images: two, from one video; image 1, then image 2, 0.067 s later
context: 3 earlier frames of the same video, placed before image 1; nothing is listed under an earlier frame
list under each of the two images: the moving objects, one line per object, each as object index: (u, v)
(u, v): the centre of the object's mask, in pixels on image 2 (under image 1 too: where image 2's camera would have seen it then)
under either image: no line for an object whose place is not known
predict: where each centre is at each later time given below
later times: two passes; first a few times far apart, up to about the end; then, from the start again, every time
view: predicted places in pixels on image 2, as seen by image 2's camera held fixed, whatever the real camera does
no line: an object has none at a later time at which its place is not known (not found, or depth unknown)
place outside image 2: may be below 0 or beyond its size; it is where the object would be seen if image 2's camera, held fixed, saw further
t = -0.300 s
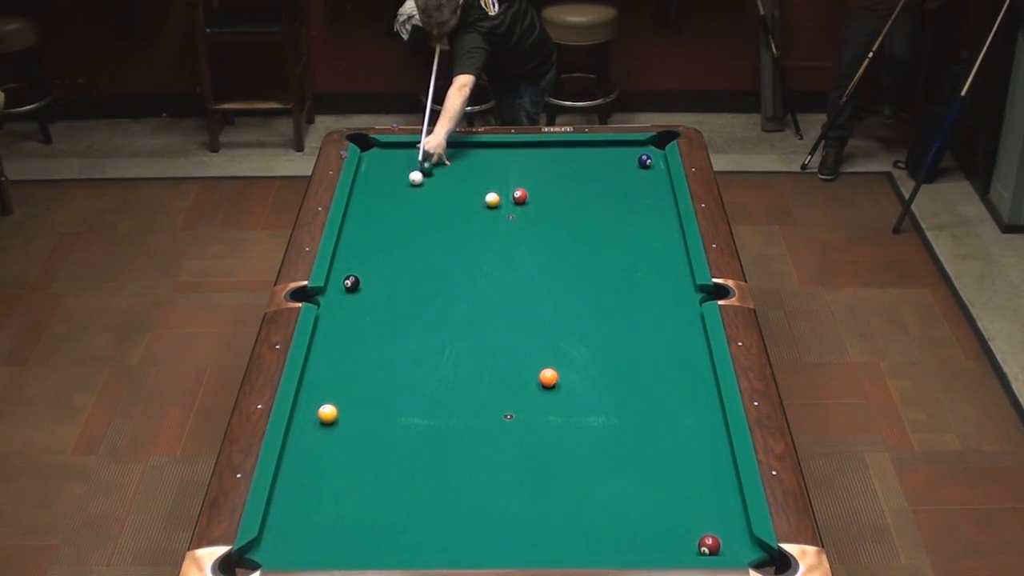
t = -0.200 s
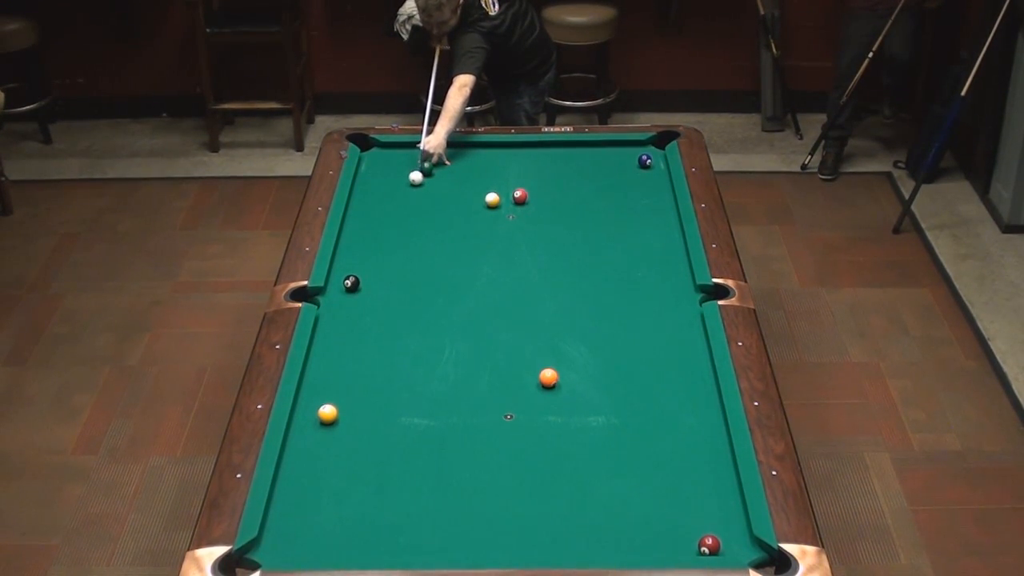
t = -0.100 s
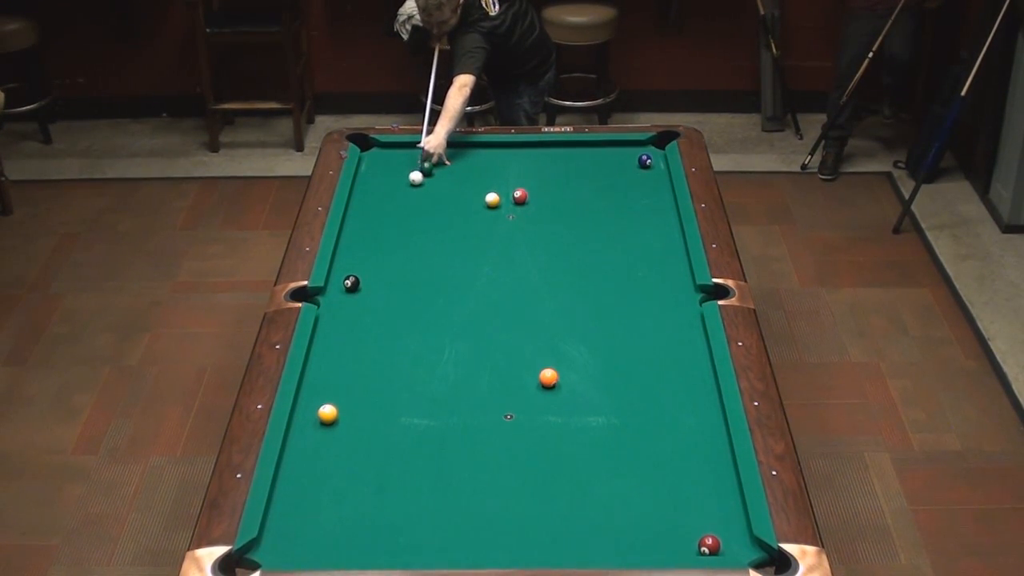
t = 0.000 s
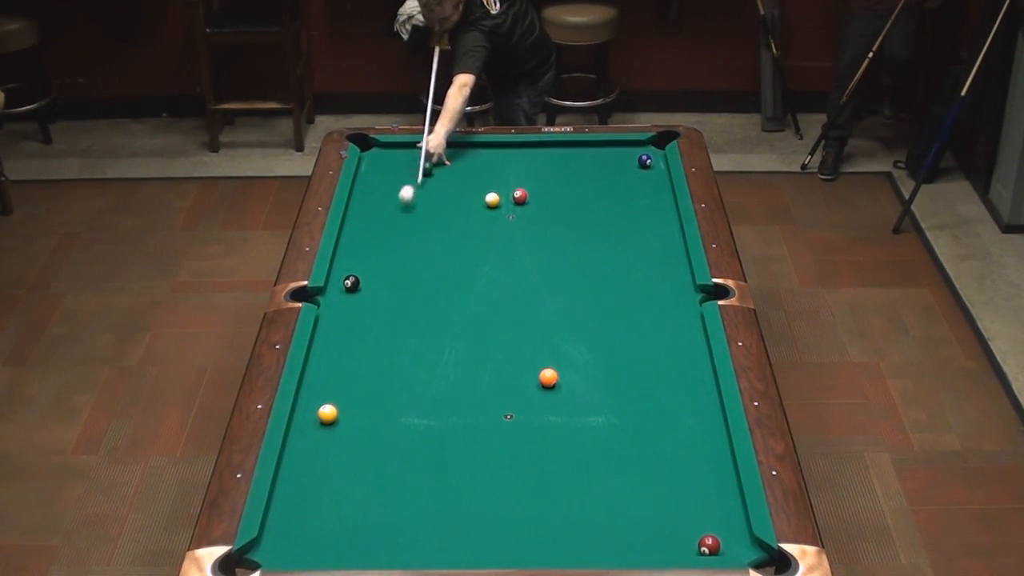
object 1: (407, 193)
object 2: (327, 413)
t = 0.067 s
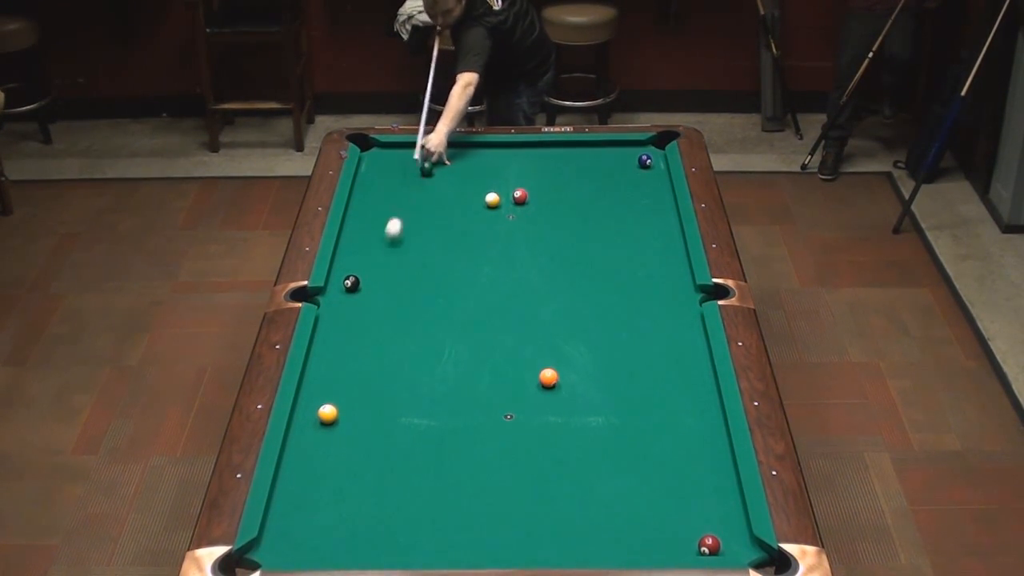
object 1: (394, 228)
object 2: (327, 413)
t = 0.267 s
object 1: (348, 353)
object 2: (328, 413)
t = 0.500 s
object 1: (334, 398)
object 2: (281, 541)
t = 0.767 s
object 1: (345, 379)
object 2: (268, 537)
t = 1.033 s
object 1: (354, 361)
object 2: (289, 516)
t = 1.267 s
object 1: (362, 347)
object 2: (305, 499)
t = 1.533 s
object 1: (370, 332)
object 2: (321, 482)
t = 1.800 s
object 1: (376, 319)
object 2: (336, 466)
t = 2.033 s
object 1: (382, 308)
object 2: (348, 454)
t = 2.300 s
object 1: (387, 298)
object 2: (360, 441)
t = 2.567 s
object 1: (391, 288)
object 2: (370, 430)
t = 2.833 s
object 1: (395, 279)
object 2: (378, 420)
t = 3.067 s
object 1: (398, 273)
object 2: (385, 413)
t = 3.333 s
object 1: (401, 266)
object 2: (392, 406)
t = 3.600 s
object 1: (403, 260)
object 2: (397, 400)
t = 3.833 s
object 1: (403, 256)
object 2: (401, 396)
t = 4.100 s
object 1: (404, 252)
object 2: (405, 392)
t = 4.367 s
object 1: (405, 249)
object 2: (406, 389)
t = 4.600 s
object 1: (406, 246)
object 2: (407, 388)
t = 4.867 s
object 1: (407, 245)
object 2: (407, 388)
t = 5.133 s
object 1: (407, 244)
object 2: (406, 388)
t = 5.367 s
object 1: (406, 243)
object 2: (407, 388)
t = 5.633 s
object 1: (406, 244)
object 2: (406, 388)
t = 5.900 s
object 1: (406, 244)
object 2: (406, 388)
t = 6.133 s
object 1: (406, 244)
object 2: (406, 388)
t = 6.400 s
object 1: (406, 244)
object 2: (406, 388)
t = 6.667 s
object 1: (407, 244)
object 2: (406, 388)
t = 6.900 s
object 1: (406, 244)
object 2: (406, 388)
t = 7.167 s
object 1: (406, 244)
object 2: (406, 388)
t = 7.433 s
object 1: (406, 244)
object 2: (406, 388)
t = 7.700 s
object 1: (407, 244)
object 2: (406, 388)
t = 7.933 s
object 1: (406, 243)
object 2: (406, 388)
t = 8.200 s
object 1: (407, 243)
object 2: (406, 388)
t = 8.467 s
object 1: (407, 243)
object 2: (406, 388)
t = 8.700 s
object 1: (407, 243)
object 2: (406, 388)
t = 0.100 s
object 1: (387, 250)
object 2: (328, 413)
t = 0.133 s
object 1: (380, 269)
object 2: (327, 413)
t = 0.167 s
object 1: (372, 287)
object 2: (327, 413)
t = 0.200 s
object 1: (364, 310)
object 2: (328, 413)
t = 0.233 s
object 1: (357, 331)
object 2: (328, 413)
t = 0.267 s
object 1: (348, 353)
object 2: (328, 413)
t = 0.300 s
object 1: (340, 376)
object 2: (328, 413)
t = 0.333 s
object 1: (333, 397)
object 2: (327, 414)
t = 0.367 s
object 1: (331, 403)
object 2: (319, 436)
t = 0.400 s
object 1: (331, 403)
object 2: (310, 461)
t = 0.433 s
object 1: (332, 402)
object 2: (300, 487)
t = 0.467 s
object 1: (333, 401)
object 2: (291, 513)
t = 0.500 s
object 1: (334, 398)
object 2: (281, 541)
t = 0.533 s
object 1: (336, 396)
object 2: (264, 551)
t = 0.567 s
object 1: (337, 393)
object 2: (259, 550)
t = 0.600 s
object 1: (338, 391)
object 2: (269, 554)
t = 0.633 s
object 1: (340, 388)
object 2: (270, 552)
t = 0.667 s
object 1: (341, 386)
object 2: (270, 549)
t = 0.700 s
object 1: (342, 384)
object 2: (269, 545)
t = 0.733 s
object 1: (344, 381)
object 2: (268, 540)
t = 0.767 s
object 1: (345, 379)
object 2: (268, 537)
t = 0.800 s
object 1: (346, 376)
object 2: (271, 534)
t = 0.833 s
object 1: (348, 374)
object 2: (274, 531)
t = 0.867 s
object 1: (349, 372)
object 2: (276, 529)
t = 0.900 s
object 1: (350, 369)
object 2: (279, 526)
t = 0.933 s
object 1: (351, 367)
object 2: (281, 523)
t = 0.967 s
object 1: (352, 365)
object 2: (284, 521)
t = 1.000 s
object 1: (354, 363)
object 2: (286, 518)
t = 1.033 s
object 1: (354, 361)
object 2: (289, 516)
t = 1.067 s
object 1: (356, 359)
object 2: (291, 513)
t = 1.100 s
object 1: (357, 357)
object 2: (294, 511)
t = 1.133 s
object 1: (358, 355)
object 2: (296, 508)
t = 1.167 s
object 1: (359, 353)
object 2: (298, 506)
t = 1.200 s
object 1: (360, 351)
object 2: (301, 504)
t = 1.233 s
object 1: (361, 349)
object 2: (303, 501)
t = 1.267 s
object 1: (362, 347)
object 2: (305, 499)
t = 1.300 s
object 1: (363, 345)
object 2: (307, 496)
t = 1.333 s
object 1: (364, 343)
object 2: (309, 494)
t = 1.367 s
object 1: (365, 341)
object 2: (311, 492)
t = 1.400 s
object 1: (366, 339)
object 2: (313, 490)
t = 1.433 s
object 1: (367, 337)
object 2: (315, 488)
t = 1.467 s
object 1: (368, 336)
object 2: (317, 486)
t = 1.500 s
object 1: (369, 334)
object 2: (319, 484)
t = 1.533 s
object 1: (370, 332)
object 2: (321, 482)
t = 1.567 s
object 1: (371, 330)
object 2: (323, 480)
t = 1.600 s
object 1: (372, 329)
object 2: (325, 477)
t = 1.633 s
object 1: (373, 327)
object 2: (327, 476)
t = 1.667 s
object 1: (373, 325)
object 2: (329, 474)
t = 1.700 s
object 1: (374, 324)
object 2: (331, 472)
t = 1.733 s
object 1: (375, 322)
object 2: (333, 470)
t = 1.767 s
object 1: (376, 320)
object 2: (334, 468)
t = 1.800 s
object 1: (376, 319)
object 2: (336, 466)
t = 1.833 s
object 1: (377, 317)
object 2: (338, 464)
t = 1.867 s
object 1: (378, 316)
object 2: (340, 462)
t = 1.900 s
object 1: (379, 314)
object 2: (341, 461)
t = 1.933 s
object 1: (379, 313)
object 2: (343, 459)
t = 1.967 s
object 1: (380, 311)
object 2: (345, 457)
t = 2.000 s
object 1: (381, 310)
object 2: (346, 455)
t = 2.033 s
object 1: (382, 308)
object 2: (348, 454)
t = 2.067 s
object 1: (382, 307)
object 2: (349, 452)
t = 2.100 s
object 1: (383, 306)
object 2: (351, 451)
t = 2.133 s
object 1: (384, 304)
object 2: (352, 449)
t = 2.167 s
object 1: (384, 303)
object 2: (354, 447)
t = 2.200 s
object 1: (385, 302)
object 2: (355, 446)
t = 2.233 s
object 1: (385, 300)
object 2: (357, 444)
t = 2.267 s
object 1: (386, 299)
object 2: (358, 443)
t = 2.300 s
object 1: (387, 298)
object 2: (360, 441)
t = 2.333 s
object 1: (387, 296)
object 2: (361, 440)
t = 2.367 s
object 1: (388, 295)
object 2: (362, 438)
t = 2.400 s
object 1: (388, 294)
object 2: (364, 437)
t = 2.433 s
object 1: (389, 293)
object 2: (365, 435)
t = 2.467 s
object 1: (390, 291)
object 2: (366, 434)
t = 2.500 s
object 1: (390, 290)
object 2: (367, 433)
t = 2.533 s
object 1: (391, 289)
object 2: (369, 431)
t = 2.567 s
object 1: (391, 288)
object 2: (370, 430)
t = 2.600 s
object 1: (392, 287)
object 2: (371, 429)
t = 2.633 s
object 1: (392, 286)
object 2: (372, 427)
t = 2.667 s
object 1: (393, 284)
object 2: (373, 426)
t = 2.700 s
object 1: (393, 283)
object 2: (374, 425)
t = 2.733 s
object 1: (394, 282)
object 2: (375, 424)
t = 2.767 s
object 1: (394, 281)
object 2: (376, 423)
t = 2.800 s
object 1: (395, 280)
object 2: (377, 421)
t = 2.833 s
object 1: (395, 279)
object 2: (378, 420)
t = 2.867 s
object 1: (395, 278)
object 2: (379, 419)
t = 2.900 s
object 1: (396, 277)
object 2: (380, 418)
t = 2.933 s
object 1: (396, 276)
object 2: (382, 417)
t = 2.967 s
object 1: (397, 275)
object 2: (382, 416)
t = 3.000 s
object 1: (397, 275)
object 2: (384, 415)
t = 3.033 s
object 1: (398, 274)
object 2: (384, 414)
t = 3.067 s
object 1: (398, 273)
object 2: (385, 413)
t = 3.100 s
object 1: (398, 272)
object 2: (386, 412)
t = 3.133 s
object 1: (399, 271)
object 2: (387, 411)
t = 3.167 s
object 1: (399, 270)
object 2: (388, 410)
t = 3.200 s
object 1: (399, 269)
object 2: (389, 409)
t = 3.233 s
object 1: (400, 268)
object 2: (390, 408)
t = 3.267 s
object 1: (400, 268)
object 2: (390, 407)
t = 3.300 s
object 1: (401, 267)
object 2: (391, 407)
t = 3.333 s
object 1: (401, 266)
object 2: (392, 406)
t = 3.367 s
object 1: (401, 265)
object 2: (393, 405)
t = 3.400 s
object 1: (401, 265)
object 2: (393, 404)
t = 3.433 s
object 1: (402, 264)
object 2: (394, 404)
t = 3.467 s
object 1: (402, 263)
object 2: (395, 403)
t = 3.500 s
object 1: (402, 262)
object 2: (395, 402)
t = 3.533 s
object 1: (402, 262)
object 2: (396, 401)
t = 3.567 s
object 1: (402, 261)
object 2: (397, 400)
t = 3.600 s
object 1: (403, 260)
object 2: (397, 400)
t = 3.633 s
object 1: (403, 260)
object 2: (398, 399)
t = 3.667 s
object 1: (403, 259)
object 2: (399, 398)
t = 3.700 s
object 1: (403, 258)
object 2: (399, 398)
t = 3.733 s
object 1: (403, 258)
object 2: (400, 397)
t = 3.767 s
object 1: (403, 257)
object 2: (400, 397)
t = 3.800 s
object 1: (403, 257)
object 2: (401, 396)
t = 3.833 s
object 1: (403, 256)
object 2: (401, 396)
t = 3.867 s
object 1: (403, 255)
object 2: (402, 395)
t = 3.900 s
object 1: (403, 255)
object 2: (402, 395)
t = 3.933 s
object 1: (404, 254)
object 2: (403, 394)
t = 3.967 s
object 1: (404, 254)
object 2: (403, 394)
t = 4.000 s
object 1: (404, 253)
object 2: (404, 393)
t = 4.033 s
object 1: (404, 253)
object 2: (404, 393)
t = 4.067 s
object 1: (404, 252)
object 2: (404, 393)
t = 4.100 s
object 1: (404, 252)
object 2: (405, 392)
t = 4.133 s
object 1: (404, 251)
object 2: (405, 392)
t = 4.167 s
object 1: (405, 251)
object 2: (405, 391)
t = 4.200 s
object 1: (405, 250)
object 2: (405, 391)
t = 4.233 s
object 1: (405, 250)
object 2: (406, 391)
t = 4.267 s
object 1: (405, 250)
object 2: (406, 390)
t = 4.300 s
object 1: (405, 249)
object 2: (406, 390)
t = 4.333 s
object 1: (405, 249)
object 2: (406, 390)
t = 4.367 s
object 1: (405, 249)
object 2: (406, 389)
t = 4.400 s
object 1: (406, 248)
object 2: (406, 389)
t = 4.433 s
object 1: (406, 248)
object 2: (406, 389)
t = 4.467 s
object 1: (406, 248)
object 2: (407, 389)
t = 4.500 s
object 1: (406, 247)
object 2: (407, 389)
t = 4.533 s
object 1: (406, 247)
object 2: (407, 388)
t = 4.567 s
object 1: (406, 247)
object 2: (407, 388)
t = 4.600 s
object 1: (406, 246)
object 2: (407, 388)
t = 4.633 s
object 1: (406, 246)
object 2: (407, 388)
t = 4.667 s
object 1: (406, 246)
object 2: (407, 388)
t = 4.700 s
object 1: (407, 246)
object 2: (407, 388)
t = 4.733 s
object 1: (407, 245)
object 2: (407, 388)
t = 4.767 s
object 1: (407, 245)
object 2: (407, 388)
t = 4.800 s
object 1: (407, 245)
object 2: (407, 388)
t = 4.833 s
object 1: (407, 245)
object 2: (407, 388)
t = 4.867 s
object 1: (407, 245)
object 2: (407, 388)
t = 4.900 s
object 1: (407, 245)
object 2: (407, 388)
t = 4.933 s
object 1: (407, 244)
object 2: (407, 388)
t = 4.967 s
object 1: (407, 244)
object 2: (407, 388)
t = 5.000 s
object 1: (407, 244)
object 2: (407, 388)
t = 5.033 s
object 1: (407, 244)
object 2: (407, 388)
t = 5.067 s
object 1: (407, 244)
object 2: (406, 388)
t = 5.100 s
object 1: (407, 244)
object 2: (406, 388)
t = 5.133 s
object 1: (407, 244)
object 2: (406, 388)
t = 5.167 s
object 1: (407, 244)
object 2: (406, 388)
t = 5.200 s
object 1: (406, 244)
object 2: (406, 388)
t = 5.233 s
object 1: (406, 243)
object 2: (406, 388)
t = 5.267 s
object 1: (406, 243)
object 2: (406, 388)
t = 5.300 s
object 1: (406, 243)
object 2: (407, 388)
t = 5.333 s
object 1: (406, 243)
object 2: (407, 388)
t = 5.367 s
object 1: (406, 243)
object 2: (407, 388)
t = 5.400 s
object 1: (406, 243)
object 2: (406, 388)
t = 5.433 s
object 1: (406, 243)
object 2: (406, 388)
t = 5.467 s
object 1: (406, 243)
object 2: (406, 388)
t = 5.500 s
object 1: (406, 243)
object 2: (406, 388)
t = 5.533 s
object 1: (406, 243)
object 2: (407, 388)
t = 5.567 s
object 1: (406, 243)
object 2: (406, 388)
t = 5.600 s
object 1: (406, 243)
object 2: (406, 388)
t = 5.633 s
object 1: (406, 244)
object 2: (406, 388)
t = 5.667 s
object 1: (406, 244)
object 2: (406, 388)
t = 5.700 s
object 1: (406, 244)
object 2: (406, 388)
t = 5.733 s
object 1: (406, 244)
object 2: (406, 388)
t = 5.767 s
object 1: (406, 244)
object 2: (406, 388)
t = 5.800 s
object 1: (406, 244)
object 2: (406, 388)
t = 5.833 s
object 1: (406, 244)
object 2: (406, 388)
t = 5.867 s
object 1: (406, 244)
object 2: (406, 388)
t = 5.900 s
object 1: (406, 244)
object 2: (406, 388)
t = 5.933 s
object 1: (406, 244)
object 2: (406, 388)
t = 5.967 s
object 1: (406, 244)
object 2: (406, 388)
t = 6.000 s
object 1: (406, 244)
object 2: (406, 388)
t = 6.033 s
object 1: (406, 244)
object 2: (406, 388)
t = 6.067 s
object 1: (406, 244)
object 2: (406, 388)
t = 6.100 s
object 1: (406, 244)
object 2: (406, 388)
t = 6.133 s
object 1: (406, 244)
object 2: (406, 388)
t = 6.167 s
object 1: (406, 243)
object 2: (406, 388)
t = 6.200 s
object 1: (407, 243)
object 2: (406, 388)
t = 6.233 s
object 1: (407, 243)
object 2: (406, 388)
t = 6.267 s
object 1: (406, 244)
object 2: (406, 388)
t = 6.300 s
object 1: (406, 244)
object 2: (406, 388)
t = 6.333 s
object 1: (406, 244)
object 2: (406, 388)
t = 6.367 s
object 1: (406, 244)
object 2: (406, 388)
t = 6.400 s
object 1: (406, 244)
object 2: (406, 388)
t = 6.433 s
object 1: (406, 244)
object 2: (406, 388)
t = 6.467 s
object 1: (407, 244)
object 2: (406, 388)
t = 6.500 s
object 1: (406, 244)
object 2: (406, 388)
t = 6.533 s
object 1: (406, 244)
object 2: (406, 388)
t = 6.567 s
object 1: (406, 244)
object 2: (406, 388)
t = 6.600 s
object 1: (407, 244)
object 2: (406, 388)
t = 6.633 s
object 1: (406, 244)
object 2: (406, 388)
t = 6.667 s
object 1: (407, 244)
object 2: (406, 388)
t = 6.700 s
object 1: (406, 244)
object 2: (406, 388)
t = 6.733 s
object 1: (406, 244)
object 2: (406, 388)
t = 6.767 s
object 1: (407, 244)
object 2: (406, 388)
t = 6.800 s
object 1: (406, 244)
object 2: (406, 388)
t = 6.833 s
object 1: (407, 243)
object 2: (406, 388)
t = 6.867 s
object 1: (406, 243)
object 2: (406, 388)
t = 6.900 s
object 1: (406, 244)
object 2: (406, 388)
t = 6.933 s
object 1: (406, 244)
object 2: (406, 388)
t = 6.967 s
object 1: (406, 244)
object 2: (406, 388)
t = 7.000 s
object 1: (406, 244)
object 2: (406, 388)
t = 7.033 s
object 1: (406, 244)
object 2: (406, 388)
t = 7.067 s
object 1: (406, 244)
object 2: (406, 388)
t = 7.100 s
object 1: (406, 244)
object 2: (406, 388)
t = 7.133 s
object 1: (406, 244)
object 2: (406, 388)
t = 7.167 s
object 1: (406, 244)
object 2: (406, 388)
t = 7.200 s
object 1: (407, 244)
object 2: (406, 388)
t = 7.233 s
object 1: (407, 244)
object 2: (406, 388)
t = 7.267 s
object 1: (407, 244)
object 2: (406, 388)
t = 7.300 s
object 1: (407, 244)
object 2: (406, 388)
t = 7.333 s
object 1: (407, 244)
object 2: (406, 388)
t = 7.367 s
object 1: (407, 244)
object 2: (406, 388)
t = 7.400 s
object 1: (406, 244)
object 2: (406, 388)
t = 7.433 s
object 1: (406, 244)
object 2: (406, 388)
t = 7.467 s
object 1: (406, 244)
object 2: (406, 388)
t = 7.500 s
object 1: (406, 244)
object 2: (406, 388)
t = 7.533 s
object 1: (406, 244)
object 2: (407, 388)
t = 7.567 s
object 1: (407, 244)
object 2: (406, 388)
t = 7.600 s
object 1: (407, 244)
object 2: (406, 388)
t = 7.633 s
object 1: (407, 244)
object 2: (406, 388)
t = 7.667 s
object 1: (407, 244)
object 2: (406, 388)
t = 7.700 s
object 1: (407, 244)
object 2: (406, 388)
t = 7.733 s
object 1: (407, 244)
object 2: (406, 388)
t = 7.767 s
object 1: (407, 244)
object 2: (406, 388)
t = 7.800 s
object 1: (406, 244)
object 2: (406, 388)
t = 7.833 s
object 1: (407, 244)
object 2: (406, 388)
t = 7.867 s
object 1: (406, 243)
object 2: (406, 388)
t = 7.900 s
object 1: (406, 244)
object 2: (406, 388)
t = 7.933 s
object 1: (406, 243)
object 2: (406, 388)
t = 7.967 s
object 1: (406, 243)
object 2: (406, 388)
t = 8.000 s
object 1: (406, 243)
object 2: (406, 388)
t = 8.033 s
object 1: (406, 243)
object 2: (406, 388)
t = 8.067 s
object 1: (406, 243)
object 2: (406, 388)
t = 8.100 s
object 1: (407, 243)
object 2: (406, 388)
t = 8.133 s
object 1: (407, 243)
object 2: (406, 388)
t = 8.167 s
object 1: (407, 243)
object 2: (406, 388)
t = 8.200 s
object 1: (407, 243)
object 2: (406, 388)
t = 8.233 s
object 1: (407, 243)
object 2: (406, 388)
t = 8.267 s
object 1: (407, 243)
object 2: (406, 388)
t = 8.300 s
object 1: (407, 243)
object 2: (406, 388)
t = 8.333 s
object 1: (407, 243)
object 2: (406, 388)
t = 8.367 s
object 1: (407, 243)
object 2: (406, 388)
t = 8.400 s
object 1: (407, 243)
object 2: (406, 388)
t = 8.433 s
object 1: (406, 243)
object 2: (406, 388)
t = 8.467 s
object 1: (407, 243)
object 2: (406, 388)
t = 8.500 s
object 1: (407, 243)
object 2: (406, 388)
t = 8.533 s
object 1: (407, 243)
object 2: (406, 388)
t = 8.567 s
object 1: (407, 243)
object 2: (407, 388)
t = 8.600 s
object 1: (407, 243)
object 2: (406, 388)
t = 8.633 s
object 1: (407, 243)
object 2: (406, 388)
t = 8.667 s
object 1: (407, 243)
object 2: (406, 388)
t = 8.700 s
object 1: (407, 243)
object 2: (406, 388)
